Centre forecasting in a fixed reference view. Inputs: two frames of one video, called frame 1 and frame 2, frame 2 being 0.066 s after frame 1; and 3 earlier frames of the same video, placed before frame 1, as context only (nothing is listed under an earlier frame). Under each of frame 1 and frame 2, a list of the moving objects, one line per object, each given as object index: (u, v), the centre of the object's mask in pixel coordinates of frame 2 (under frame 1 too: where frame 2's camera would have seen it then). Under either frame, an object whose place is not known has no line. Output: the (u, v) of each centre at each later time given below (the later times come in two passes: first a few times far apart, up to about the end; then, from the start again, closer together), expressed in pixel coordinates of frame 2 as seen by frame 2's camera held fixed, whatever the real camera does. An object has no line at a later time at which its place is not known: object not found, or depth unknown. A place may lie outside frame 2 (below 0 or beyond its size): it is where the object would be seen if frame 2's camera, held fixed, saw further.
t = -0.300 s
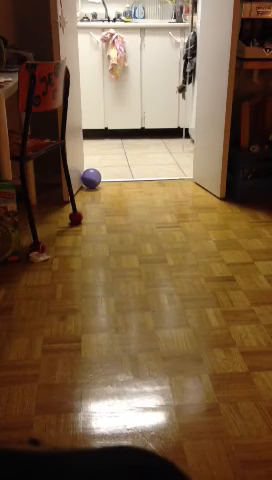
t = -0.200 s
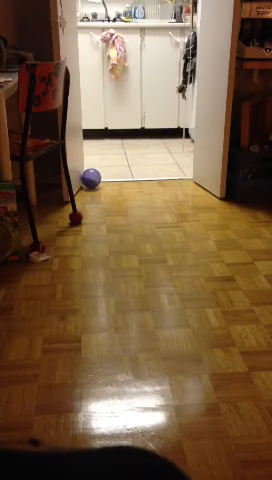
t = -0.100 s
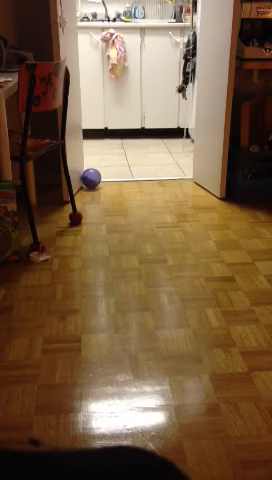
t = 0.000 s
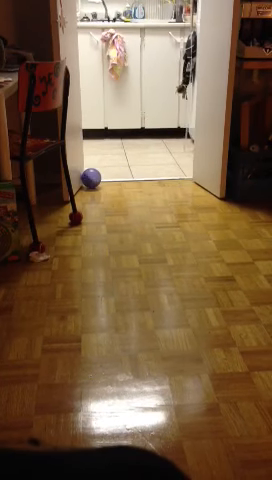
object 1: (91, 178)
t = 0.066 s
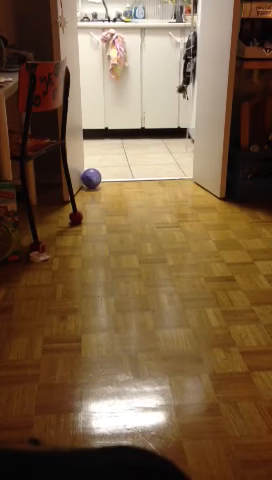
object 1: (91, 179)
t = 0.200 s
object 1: (91, 178)
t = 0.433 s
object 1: (91, 179)
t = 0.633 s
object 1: (95, 181)
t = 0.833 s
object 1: (102, 184)
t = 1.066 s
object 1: (114, 187)
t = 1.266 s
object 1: (127, 192)
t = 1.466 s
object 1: (142, 196)
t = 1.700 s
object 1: (163, 202)
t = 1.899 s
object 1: (184, 207)
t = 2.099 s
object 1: (208, 212)
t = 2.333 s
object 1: (240, 219)
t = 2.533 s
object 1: (266, 224)
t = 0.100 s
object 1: (91, 179)
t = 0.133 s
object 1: (91, 179)
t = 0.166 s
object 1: (91, 179)
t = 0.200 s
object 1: (91, 178)
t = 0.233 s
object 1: (91, 179)
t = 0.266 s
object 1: (91, 179)
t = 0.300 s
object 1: (91, 179)
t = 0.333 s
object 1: (91, 179)
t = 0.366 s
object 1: (91, 179)
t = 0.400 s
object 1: (91, 179)
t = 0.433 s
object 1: (91, 179)
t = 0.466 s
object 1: (92, 180)
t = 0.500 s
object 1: (92, 180)
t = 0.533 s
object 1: (93, 180)
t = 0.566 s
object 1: (93, 180)
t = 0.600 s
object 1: (94, 181)
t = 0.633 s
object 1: (95, 181)
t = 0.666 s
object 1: (96, 182)
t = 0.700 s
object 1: (97, 182)
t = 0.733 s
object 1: (98, 182)
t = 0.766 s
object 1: (99, 182)
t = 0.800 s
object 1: (100, 183)
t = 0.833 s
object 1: (102, 184)
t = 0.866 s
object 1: (103, 184)
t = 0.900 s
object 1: (105, 184)
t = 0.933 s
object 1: (106, 185)
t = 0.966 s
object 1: (108, 186)
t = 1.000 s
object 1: (110, 186)
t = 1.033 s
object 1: (111, 187)
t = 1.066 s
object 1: (114, 187)
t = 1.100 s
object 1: (116, 188)
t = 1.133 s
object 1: (118, 189)
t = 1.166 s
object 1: (120, 189)
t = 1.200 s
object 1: (122, 190)
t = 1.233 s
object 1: (124, 191)
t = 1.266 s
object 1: (127, 192)
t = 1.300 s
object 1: (129, 193)
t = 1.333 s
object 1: (132, 193)
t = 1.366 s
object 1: (134, 194)
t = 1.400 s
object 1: (137, 195)
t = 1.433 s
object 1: (140, 195)
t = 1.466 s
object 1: (142, 196)
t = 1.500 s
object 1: (145, 197)
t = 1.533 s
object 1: (148, 198)
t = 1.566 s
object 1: (150, 198)
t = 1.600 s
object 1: (153, 199)
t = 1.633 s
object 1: (156, 200)
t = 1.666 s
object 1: (160, 201)
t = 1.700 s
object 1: (163, 202)
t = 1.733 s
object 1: (166, 203)
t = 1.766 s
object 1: (170, 204)
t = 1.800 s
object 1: (173, 205)
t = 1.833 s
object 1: (177, 205)
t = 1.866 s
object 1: (180, 206)
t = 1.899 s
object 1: (184, 207)
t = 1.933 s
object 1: (188, 208)
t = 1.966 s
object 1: (192, 209)
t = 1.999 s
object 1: (196, 209)
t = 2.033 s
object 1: (199, 211)
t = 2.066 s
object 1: (203, 211)
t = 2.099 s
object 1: (208, 212)
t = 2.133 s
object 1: (212, 213)
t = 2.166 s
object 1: (216, 214)
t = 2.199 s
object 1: (220, 215)
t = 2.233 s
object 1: (225, 216)
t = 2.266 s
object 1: (230, 217)
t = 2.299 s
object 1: (235, 218)
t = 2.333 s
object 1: (240, 219)
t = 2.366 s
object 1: (244, 220)
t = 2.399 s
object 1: (250, 221)
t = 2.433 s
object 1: (255, 222)
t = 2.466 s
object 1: (259, 222)
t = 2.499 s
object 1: (263, 224)
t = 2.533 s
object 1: (266, 224)
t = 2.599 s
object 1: (270, 224)
